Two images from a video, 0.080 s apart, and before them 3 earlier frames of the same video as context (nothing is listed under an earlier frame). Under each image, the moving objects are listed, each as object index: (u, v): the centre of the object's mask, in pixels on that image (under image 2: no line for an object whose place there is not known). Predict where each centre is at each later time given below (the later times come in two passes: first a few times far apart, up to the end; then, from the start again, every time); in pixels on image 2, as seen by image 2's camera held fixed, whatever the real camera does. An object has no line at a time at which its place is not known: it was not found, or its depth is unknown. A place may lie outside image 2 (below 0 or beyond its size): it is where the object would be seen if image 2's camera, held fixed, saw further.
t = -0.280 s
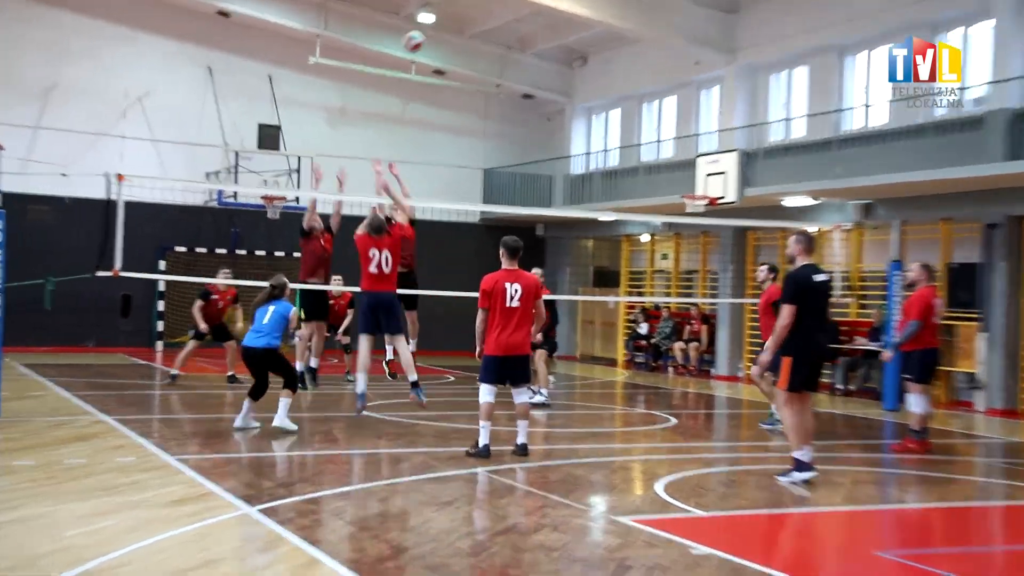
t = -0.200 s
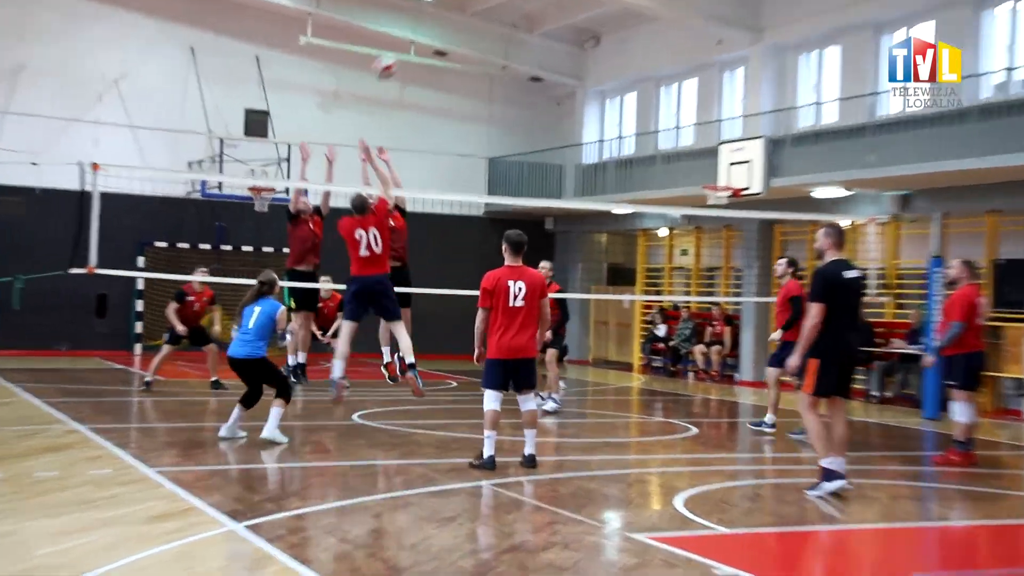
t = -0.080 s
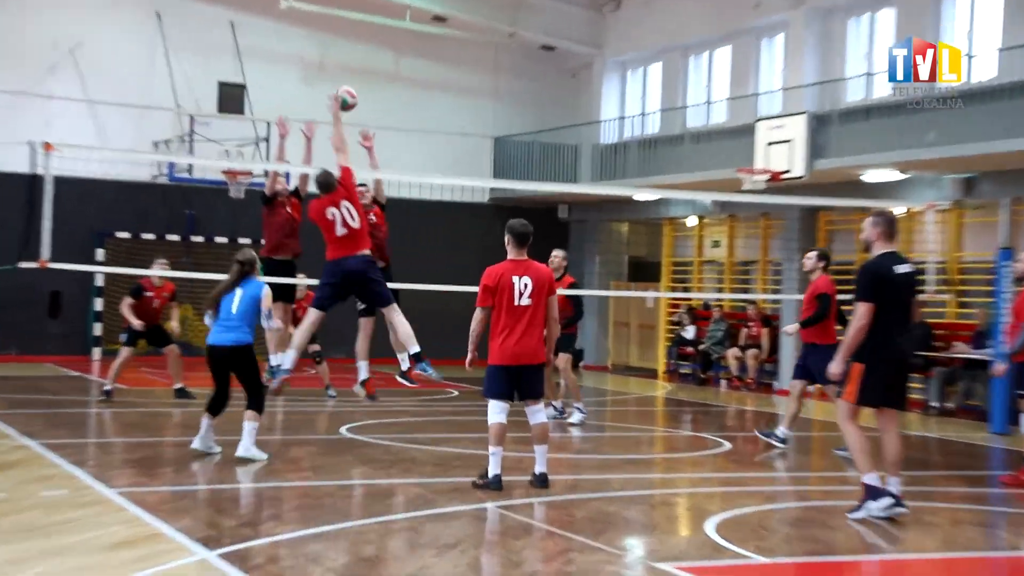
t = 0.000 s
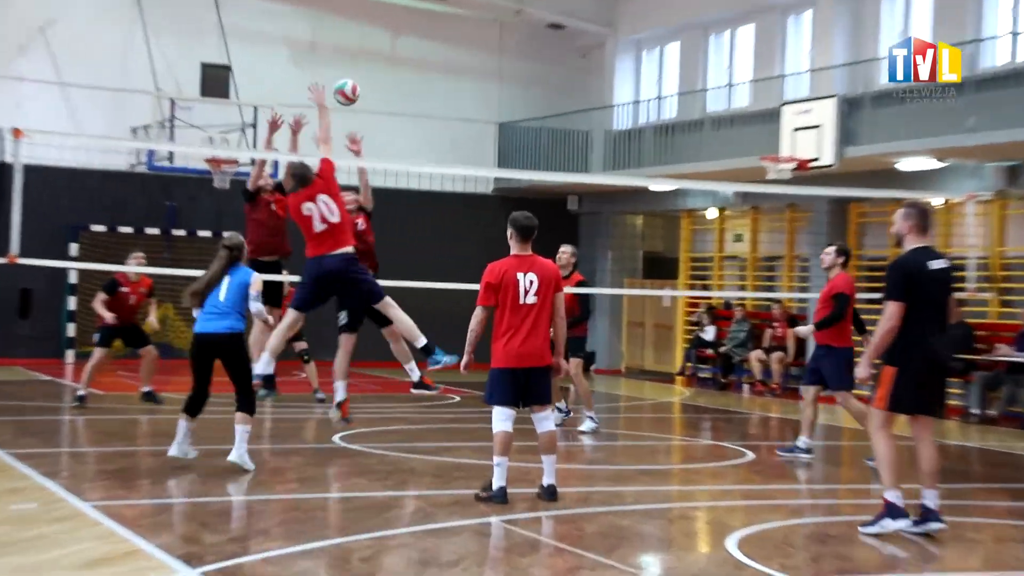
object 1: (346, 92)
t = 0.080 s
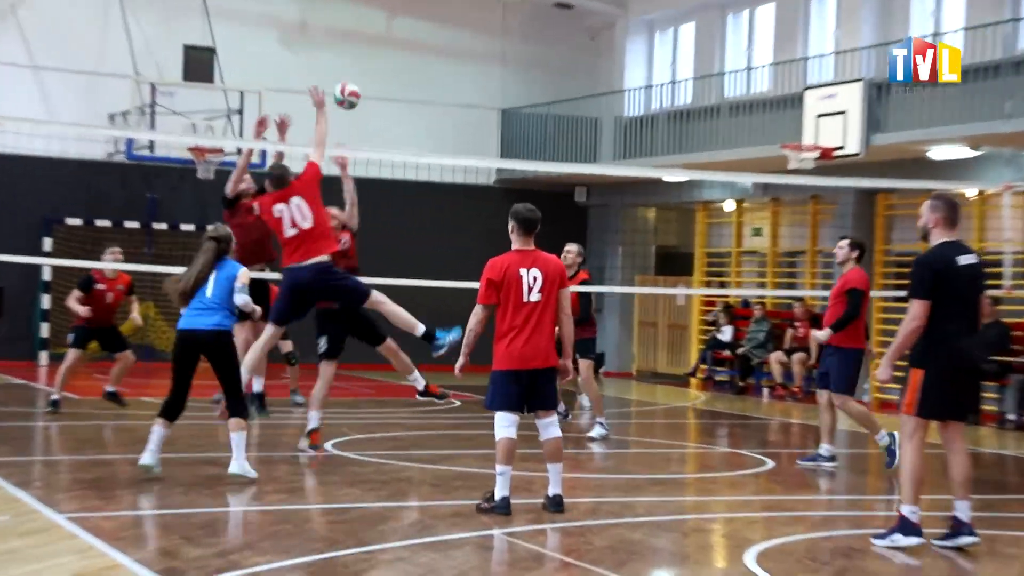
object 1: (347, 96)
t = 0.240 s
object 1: (360, 142)
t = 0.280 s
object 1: (366, 140)
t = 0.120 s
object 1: (349, 107)
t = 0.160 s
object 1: (352, 119)
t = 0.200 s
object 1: (355, 135)
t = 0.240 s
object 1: (360, 142)
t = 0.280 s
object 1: (366, 140)
